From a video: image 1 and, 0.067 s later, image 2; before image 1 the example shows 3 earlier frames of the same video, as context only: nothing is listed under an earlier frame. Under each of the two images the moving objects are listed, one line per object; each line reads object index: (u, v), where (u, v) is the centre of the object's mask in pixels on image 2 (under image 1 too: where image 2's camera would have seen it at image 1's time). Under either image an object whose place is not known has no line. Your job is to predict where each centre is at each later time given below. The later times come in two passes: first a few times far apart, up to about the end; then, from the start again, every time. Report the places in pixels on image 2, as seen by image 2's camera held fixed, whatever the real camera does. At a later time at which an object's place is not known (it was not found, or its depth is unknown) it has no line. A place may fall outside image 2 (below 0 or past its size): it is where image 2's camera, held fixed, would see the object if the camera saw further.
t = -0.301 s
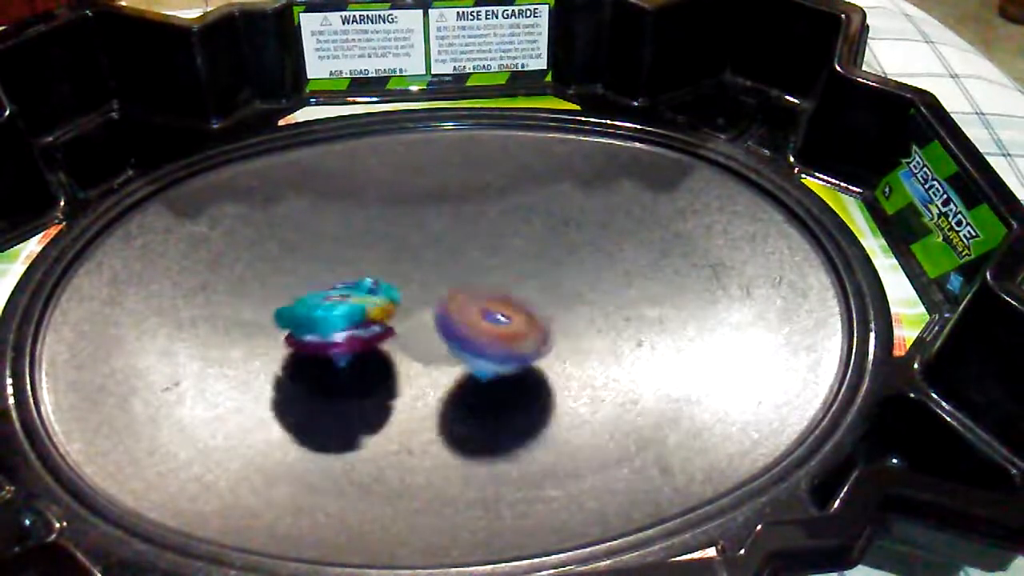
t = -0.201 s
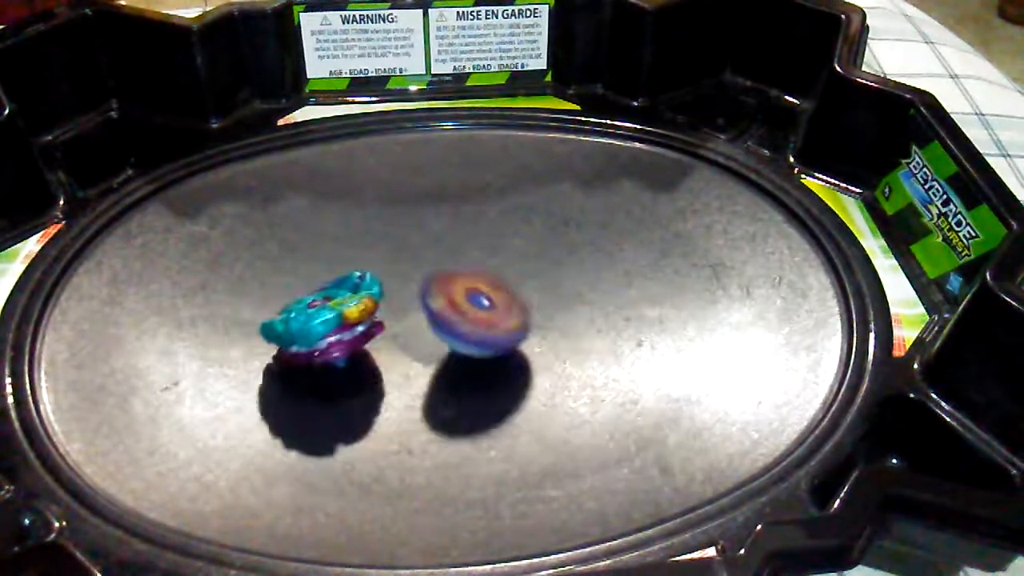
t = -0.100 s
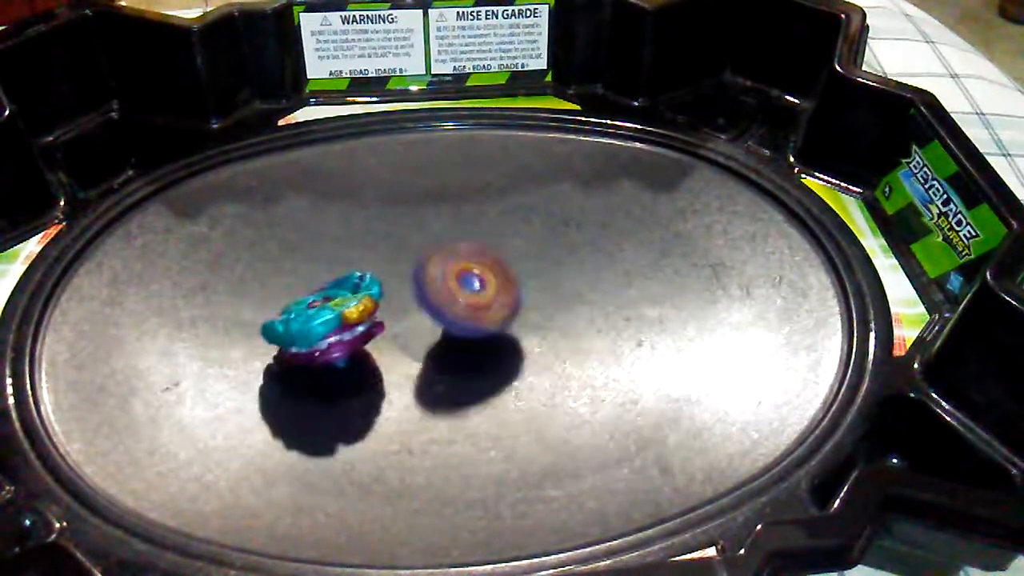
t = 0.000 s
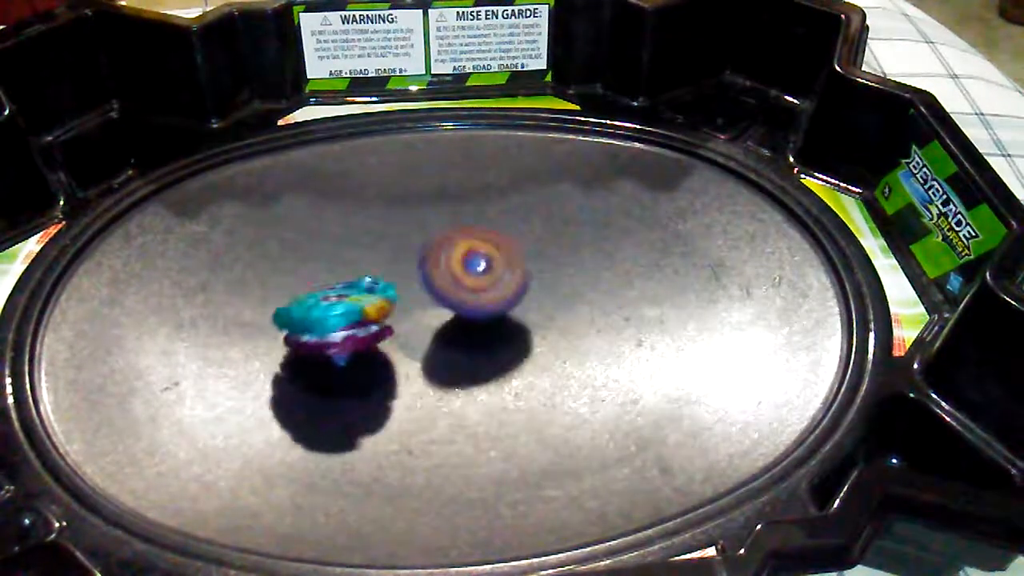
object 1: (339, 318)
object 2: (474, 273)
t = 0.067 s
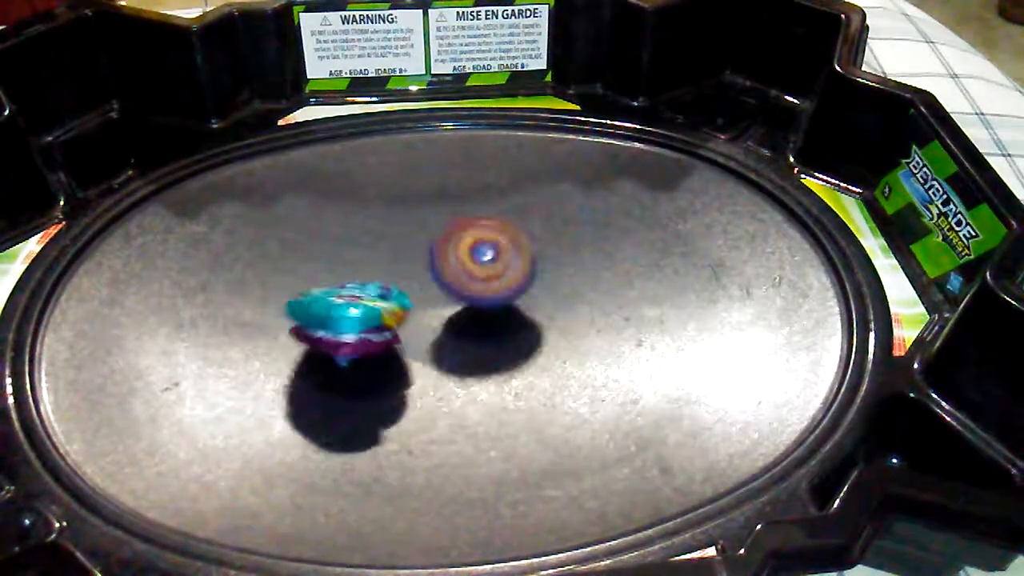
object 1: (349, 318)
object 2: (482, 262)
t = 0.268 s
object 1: (369, 339)
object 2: (529, 251)
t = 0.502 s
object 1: (370, 337)
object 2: (557, 283)
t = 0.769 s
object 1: (361, 320)
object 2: (508, 330)
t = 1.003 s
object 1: (343, 311)
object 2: (454, 339)
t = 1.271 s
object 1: (341, 307)
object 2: (444, 348)
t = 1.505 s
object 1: (338, 309)
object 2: (450, 333)
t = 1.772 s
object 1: (339, 308)
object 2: (470, 312)
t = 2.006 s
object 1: (340, 307)
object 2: (501, 316)
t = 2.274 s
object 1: (340, 307)
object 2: (508, 315)
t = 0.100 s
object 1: (356, 319)
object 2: (487, 257)
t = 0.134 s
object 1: (364, 322)
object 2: (496, 254)
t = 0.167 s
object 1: (368, 326)
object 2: (503, 252)
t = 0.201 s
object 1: (370, 331)
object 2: (512, 250)
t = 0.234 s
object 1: (371, 335)
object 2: (519, 251)
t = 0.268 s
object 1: (369, 339)
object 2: (529, 251)
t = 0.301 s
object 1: (367, 341)
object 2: (536, 254)
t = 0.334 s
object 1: (365, 343)
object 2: (544, 255)
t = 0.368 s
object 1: (364, 343)
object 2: (548, 261)
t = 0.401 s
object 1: (364, 343)
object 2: (552, 264)
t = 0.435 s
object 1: (365, 342)
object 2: (555, 271)
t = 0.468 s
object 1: (368, 340)
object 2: (556, 276)
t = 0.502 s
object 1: (370, 337)
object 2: (557, 283)
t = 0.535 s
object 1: (371, 333)
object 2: (555, 290)
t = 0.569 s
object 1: (370, 330)
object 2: (553, 298)
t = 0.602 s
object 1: (370, 328)
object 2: (547, 305)
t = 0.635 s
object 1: (369, 327)
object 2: (543, 311)
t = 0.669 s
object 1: (368, 324)
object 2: (534, 316)
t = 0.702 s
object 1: (366, 322)
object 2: (528, 321)
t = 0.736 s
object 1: (363, 321)
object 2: (516, 327)
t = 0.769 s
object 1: (361, 320)
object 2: (508, 330)
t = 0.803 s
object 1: (359, 319)
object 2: (494, 333)
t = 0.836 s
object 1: (358, 319)
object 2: (486, 334)
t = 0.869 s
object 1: (355, 318)
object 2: (475, 336)
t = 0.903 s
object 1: (350, 316)
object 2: (476, 336)
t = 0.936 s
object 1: (348, 316)
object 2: (469, 336)
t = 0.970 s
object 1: (347, 316)
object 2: (461, 336)
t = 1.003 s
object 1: (343, 311)
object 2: (454, 339)
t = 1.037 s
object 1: (340, 309)
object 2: (448, 338)
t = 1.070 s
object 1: (338, 310)
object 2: (447, 340)
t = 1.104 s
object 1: (337, 311)
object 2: (442, 341)
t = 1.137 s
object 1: (337, 310)
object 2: (442, 343)
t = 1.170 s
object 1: (338, 309)
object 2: (441, 346)
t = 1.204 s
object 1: (339, 308)
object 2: (444, 346)
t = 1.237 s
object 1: (340, 307)
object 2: (448, 349)
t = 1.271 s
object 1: (341, 307)
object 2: (444, 348)
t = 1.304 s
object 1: (341, 307)
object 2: (448, 347)
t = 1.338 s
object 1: (340, 308)
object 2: (449, 348)
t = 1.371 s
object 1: (339, 308)
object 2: (446, 346)
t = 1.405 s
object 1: (339, 309)
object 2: (449, 343)
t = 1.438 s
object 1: (339, 309)
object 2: (449, 342)
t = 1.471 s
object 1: (338, 309)
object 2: (446, 338)
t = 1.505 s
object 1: (338, 309)
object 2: (450, 333)
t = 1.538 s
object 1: (338, 309)
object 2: (449, 330)
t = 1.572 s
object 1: (338, 308)
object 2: (449, 326)
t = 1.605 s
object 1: (339, 308)
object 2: (448, 322)
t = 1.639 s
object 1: (339, 307)
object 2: (449, 317)
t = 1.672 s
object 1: (340, 307)
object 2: (454, 317)
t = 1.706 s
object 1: (341, 306)
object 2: (457, 316)
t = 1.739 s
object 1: (340, 307)
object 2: (460, 311)
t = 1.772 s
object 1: (339, 308)
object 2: (470, 312)
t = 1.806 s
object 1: (339, 308)
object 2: (474, 312)
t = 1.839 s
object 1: (339, 309)
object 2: (476, 310)
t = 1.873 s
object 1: (339, 309)
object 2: (484, 311)
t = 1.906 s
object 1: (339, 308)
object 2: (488, 313)
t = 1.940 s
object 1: (339, 308)
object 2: (492, 313)
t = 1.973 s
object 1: (339, 308)
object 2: (499, 315)
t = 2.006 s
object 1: (340, 307)
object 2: (501, 316)
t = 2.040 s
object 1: (340, 307)
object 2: (506, 315)
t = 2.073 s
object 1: (340, 307)
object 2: (510, 318)
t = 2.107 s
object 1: (340, 307)
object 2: (509, 317)
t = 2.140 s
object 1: (340, 308)
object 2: (511, 316)
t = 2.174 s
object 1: (340, 308)
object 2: (513, 318)
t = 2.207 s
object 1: (339, 307)
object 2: (507, 317)
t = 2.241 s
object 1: (340, 307)
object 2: (508, 315)
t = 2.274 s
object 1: (340, 307)
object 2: (508, 315)
